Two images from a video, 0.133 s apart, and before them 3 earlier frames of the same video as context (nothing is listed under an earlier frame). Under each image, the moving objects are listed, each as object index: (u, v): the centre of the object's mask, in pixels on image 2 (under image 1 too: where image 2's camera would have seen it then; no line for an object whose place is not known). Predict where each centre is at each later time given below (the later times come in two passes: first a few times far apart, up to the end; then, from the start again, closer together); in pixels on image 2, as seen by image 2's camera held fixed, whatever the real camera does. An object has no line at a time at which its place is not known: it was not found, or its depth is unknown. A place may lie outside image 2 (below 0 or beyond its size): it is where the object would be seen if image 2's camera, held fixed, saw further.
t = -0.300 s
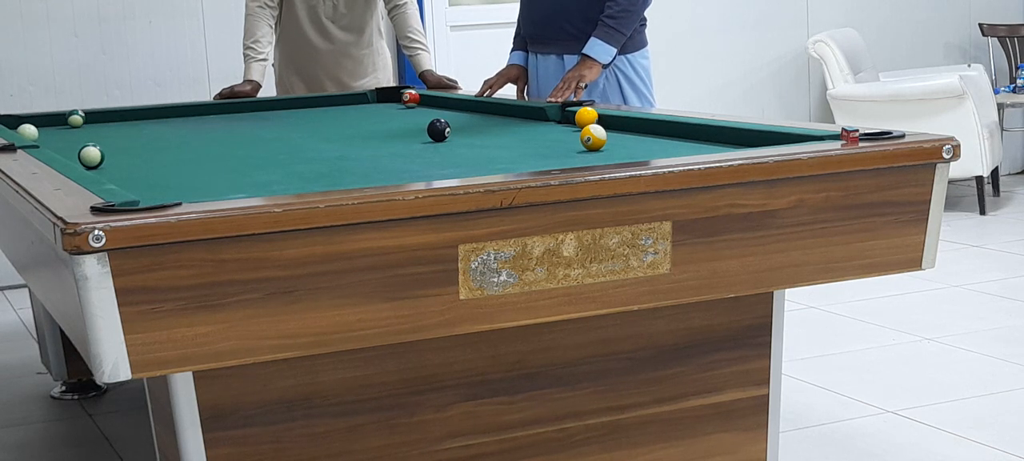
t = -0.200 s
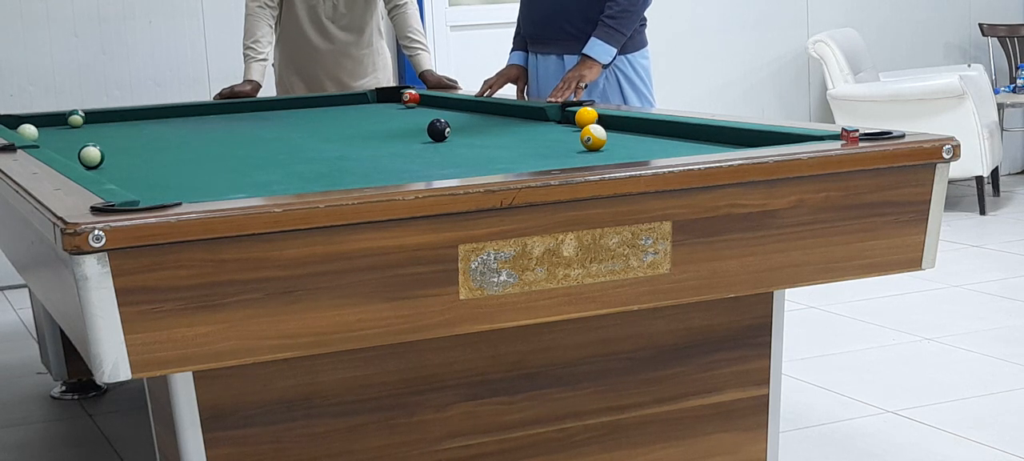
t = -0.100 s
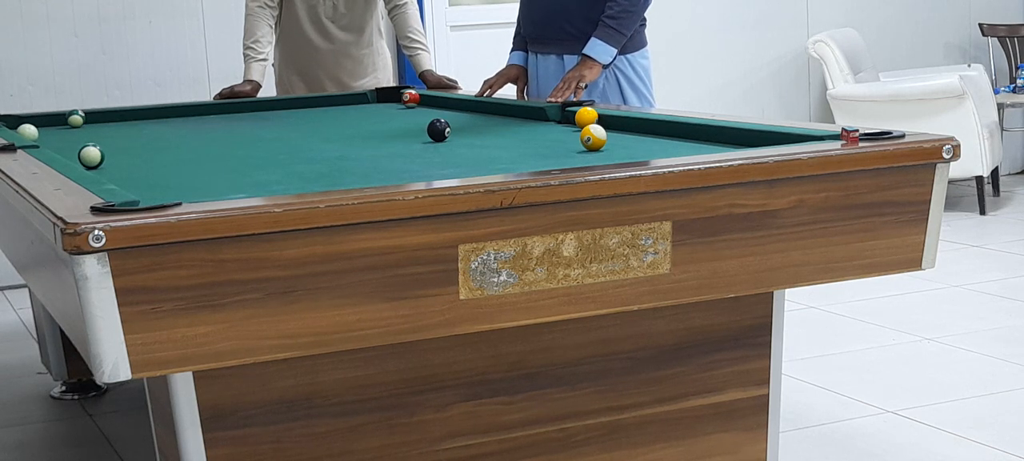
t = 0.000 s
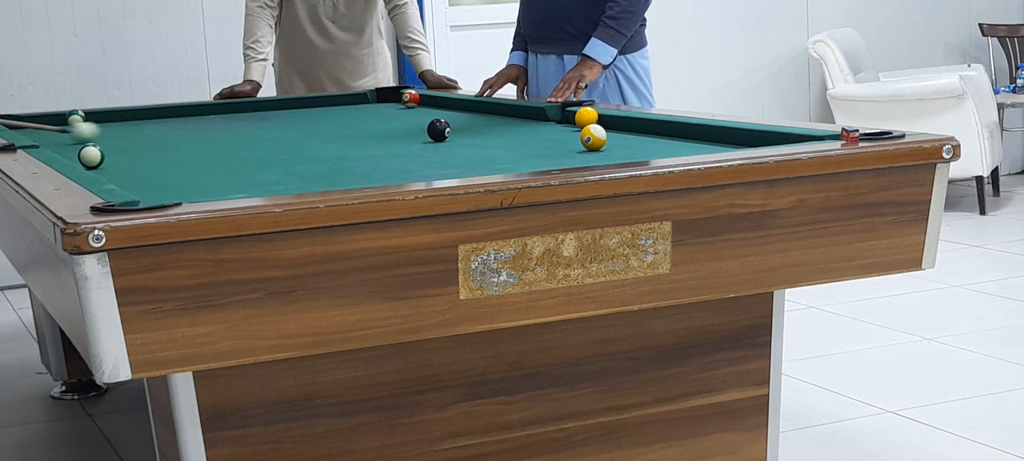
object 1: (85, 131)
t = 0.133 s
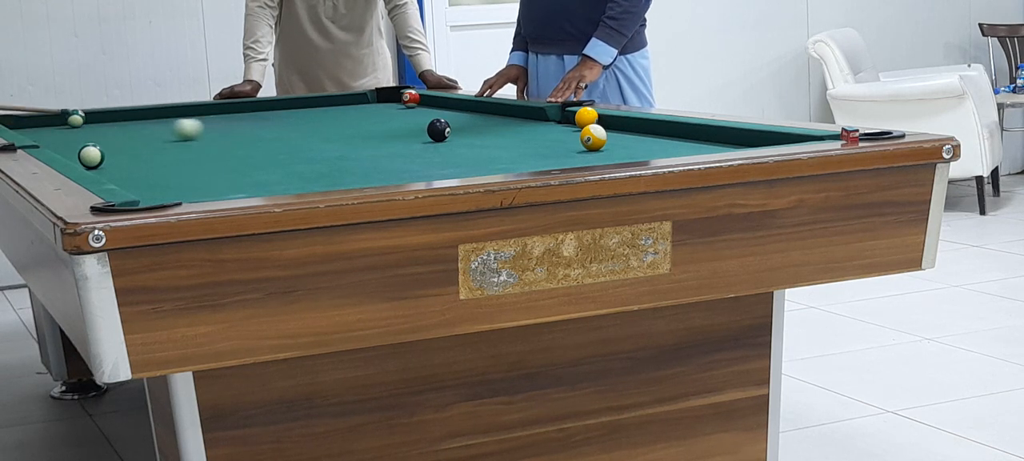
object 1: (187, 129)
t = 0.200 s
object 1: (240, 127)
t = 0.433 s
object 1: (423, 120)
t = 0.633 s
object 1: (571, 116)
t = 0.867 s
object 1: (496, 123)
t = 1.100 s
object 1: (421, 128)
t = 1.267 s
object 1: (373, 132)
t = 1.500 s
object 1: (301, 137)
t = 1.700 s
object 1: (240, 142)
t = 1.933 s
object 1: (168, 147)
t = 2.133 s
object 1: (111, 151)
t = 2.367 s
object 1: (70, 151)
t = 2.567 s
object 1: (105, 150)
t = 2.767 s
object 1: (128, 149)
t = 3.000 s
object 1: (155, 147)
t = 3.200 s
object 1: (175, 145)
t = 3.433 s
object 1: (197, 143)
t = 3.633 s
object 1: (213, 141)
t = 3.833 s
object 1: (228, 140)
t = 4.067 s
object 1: (243, 138)
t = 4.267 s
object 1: (253, 137)
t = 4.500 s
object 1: (263, 136)
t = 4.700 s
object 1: (269, 136)
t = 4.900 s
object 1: (275, 135)
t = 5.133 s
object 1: (279, 135)
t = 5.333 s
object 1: (282, 135)
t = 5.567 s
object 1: (283, 135)
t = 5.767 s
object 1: (284, 135)
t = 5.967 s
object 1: (284, 135)
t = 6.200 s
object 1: (284, 135)
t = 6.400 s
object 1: (284, 135)
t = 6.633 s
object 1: (284, 135)
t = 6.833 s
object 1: (284, 135)
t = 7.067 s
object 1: (284, 135)
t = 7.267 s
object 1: (284, 135)
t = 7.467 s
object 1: (284, 135)
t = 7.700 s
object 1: (284, 135)
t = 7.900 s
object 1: (284, 135)
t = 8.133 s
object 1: (284, 135)
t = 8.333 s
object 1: (284, 135)
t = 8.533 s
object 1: (284, 135)
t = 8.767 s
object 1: (284, 135)
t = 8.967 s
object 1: (284, 135)
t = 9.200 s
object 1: (284, 135)
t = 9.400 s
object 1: (285, 135)
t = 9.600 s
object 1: (284, 134)
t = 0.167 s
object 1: (214, 128)
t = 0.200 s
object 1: (240, 127)
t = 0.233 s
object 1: (267, 126)
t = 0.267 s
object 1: (293, 125)
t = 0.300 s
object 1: (320, 125)
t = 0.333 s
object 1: (346, 124)
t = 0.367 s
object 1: (373, 123)
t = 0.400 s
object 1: (400, 123)
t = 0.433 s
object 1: (423, 120)
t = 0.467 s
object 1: (457, 120)
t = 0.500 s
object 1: (482, 120)
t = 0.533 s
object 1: (509, 119)
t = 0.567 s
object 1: (536, 118)
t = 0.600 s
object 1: (562, 117)
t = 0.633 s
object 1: (571, 116)
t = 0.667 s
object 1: (560, 117)
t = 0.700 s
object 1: (548, 118)
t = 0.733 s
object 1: (537, 119)
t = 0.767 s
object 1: (527, 120)
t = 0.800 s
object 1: (517, 121)
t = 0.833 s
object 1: (507, 121)
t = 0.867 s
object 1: (496, 123)
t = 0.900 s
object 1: (486, 123)
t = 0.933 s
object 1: (476, 124)
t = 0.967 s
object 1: (466, 125)
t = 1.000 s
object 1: (458, 125)
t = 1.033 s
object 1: (451, 123)
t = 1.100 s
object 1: (421, 128)
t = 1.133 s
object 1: (414, 129)
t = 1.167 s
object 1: (404, 129)
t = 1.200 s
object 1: (394, 130)
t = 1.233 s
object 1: (383, 131)
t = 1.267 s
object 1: (373, 132)
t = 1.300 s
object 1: (363, 133)
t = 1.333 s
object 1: (353, 133)
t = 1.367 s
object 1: (342, 134)
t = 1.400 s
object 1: (332, 135)
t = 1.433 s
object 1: (322, 136)
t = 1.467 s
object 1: (311, 136)
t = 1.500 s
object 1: (301, 137)
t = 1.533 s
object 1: (291, 138)
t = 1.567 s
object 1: (281, 139)
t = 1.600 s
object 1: (270, 139)
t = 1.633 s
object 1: (260, 140)
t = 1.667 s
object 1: (250, 141)
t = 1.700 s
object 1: (240, 142)
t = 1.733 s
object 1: (230, 142)
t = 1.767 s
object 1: (219, 143)
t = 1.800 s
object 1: (209, 144)
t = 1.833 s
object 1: (199, 145)
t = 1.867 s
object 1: (189, 146)
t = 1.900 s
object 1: (178, 146)
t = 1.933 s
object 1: (168, 147)
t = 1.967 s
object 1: (158, 148)
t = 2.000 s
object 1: (148, 149)
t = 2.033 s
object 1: (138, 149)
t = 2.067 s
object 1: (128, 150)
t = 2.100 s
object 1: (118, 151)
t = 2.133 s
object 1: (111, 151)
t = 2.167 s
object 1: (105, 148)
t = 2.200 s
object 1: (82, 145)
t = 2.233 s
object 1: (73, 150)
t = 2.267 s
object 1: (68, 151)
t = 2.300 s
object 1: (65, 151)
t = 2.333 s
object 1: (68, 151)
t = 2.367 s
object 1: (70, 151)
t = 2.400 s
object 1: (73, 150)
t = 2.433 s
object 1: (76, 149)
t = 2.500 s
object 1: (97, 145)
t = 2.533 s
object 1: (102, 148)
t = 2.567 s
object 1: (105, 150)
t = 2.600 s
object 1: (108, 150)
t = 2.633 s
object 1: (111, 150)
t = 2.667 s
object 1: (115, 150)
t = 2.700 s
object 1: (120, 150)
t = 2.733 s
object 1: (123, 149)
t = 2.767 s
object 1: (128, 149)
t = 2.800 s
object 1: (132, 149)
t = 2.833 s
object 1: (135, 148)
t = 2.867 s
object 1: (139, 148)
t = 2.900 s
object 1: (143, 148)
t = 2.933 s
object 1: (147, 147)
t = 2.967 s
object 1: (151, 147)
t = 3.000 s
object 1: (155, 147)
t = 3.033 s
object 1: (158, 146)
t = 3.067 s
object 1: (162, 146)
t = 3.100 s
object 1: (166, 146)
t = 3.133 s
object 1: (169, 145)
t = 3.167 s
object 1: (172, 145)
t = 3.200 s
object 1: (175, 145)
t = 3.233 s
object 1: (179, 144)
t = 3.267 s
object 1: (182, 144)
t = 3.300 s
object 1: (185, 144)
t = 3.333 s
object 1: (188, 143)
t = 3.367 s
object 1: (191, 143)
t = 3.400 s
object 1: (194, 143)
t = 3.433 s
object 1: (197, 143)
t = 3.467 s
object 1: (200, 142)
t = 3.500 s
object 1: (203, 142)
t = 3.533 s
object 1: (206, 142)
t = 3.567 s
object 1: (208, 141)
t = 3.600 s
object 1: (211, 141)
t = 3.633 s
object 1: (213, 141)
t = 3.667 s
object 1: (216, 141)
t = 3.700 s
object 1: (219, 140)
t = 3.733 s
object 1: (221, 140)
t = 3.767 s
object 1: (223, 140)
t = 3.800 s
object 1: (226, 140)
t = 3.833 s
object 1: (228, 140)
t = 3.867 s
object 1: (230, 139)
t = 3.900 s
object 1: (232, 139)
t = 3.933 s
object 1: (234, 139)
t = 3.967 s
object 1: (236, 139)
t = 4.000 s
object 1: (238, 139)
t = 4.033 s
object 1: (241, 138)
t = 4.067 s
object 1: (243, 138)
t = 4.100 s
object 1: (244, 138)
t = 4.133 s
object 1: (246, 138)
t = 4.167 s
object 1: (248, 138)
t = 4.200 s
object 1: (250, 137)
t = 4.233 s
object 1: (251, 137)
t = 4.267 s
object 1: (253, 137)
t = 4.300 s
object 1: (254, 137)
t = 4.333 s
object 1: (256, 137)
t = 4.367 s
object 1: (257, 137)
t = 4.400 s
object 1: (259, 137)
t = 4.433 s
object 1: (260, 136)
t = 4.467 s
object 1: (261, 136)
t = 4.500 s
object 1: (263, 136)
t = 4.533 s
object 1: (264, 136)
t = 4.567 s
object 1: (265, 136)
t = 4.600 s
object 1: (266, 136)
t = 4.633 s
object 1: (267, 136)
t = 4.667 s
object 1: (268, 136)
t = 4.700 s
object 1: (269, 136)
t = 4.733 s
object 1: (271, 136)
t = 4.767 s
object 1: (271, 135)
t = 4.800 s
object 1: (272, 135)
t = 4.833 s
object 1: (273, 135)
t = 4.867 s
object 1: (274, 135)
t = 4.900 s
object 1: (275, 135)
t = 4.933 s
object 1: (276, 135)
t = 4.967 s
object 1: (276, 135)
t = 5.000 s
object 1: (277, 135)
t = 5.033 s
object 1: (277, 135)
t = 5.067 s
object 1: (278, 135)
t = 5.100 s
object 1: (279, 135)
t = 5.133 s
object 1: (279, 135)
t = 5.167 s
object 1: (280, 135)
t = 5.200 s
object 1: (280, 135)
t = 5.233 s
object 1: (281, 135)
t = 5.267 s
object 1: (281, 135)
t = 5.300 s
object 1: (281, 135)
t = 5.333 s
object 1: (282, 135)
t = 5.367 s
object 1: (282, 135)
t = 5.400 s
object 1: (283, 135)
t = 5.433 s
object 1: (283, 135)
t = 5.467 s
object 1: (283, 135)
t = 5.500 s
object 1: (283, 135)
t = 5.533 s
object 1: (283, 135)
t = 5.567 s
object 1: (283, 135)
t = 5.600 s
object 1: (283, 135)
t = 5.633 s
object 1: (284, 135)
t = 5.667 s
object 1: (284, 135)
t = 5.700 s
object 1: (284, 135)
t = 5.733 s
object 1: (284, 135)
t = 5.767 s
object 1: (284, 135)
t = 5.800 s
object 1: (284, 135)
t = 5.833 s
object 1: (284, 135)
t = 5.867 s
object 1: (284, 135)
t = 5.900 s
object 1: (284, 135)
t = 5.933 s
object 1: (284, 135)
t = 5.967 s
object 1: (284, 135)
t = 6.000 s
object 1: (284, 135)
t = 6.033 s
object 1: (284, 135)
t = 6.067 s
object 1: (284, 135)
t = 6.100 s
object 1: (284, 135)
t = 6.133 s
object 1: (284, 135)
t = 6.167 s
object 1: (284, 135)
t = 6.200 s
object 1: (284, 135)
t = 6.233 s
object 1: (284, 135)
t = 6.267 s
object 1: (284, 135)
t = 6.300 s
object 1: (284, 135)
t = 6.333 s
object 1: (284, 135)
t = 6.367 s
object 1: (284, 135)
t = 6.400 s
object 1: (284, 135)
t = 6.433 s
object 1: (284, 135)
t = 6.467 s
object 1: (284, 135)
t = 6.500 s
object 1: (284, 135)
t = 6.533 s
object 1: (284, 135)
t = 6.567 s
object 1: (284, 135)
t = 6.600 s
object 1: (284, 135)
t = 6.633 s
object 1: (284, 135)
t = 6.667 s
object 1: (284, 135)
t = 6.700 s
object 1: (284, 135)
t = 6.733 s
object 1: (284, 135)
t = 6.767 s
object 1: (284, 135)
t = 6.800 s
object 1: (284, 135)
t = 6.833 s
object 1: (284, 135)
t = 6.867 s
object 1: (284, 135)
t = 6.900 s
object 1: (284, 135)
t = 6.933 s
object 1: (284, 135)
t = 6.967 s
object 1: (284, 135)
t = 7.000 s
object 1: (284, 135)
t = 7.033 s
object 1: (284, 135)
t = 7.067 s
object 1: (284, 135)
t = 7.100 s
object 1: (284, 135)
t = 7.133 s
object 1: (284, 135)
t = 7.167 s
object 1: (284, 135)
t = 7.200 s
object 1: (284, 135)
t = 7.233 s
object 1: (284, 135)
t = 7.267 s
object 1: (284, 135)
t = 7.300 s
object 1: (284, 135)
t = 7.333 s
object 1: (284, 135)
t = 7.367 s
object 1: (284, 135)
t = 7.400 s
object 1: (284, 135)
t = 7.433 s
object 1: (284, 135)
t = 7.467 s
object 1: (284, 135)
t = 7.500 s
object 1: (284, 135)
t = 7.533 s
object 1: (284, 135)
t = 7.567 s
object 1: (284, 135)
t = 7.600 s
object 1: (284, 135)
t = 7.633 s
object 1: (284, 135)
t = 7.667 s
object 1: (284, 135)
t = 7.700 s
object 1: (284, 135)
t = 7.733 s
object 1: (284, 135)
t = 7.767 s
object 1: (284, 135)
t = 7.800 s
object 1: (284, 135)
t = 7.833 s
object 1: (284, 135)
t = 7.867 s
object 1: (284, 135)
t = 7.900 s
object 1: (284, 135)
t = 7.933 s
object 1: (284, 135)
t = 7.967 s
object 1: (285, 135)
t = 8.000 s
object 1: (284, 135)
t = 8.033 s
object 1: (284, 135)
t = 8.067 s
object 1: (284, 135)
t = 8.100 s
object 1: (284, 135)
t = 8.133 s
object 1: (284, 135)
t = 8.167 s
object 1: (284, 135)
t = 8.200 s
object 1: (284, 135)
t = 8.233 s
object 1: (284, 135)
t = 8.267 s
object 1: (284, 135)
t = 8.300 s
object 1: (284, 135)
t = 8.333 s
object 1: (284, 135)
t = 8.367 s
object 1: (284, 135)
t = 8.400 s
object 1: (284, 135)
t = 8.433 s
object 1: (284, 135)
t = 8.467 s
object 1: (284, 135)
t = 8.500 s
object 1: (284, 135)
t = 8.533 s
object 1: (284, 135)
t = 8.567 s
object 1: (284, 135)
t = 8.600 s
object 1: (284, 135)
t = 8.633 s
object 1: (284, 135)
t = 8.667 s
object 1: (284, 135)
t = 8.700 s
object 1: (284, 135)
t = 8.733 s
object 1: (284, 135)
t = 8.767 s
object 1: (284, 135)
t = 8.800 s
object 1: (284, 135)
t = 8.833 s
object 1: (284, 135)
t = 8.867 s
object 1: (284, 135)
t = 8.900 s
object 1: (284, 135)
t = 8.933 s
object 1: (284, 135)
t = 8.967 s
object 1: (284, 135)
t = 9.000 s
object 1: (284, 135)
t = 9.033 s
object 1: (284, 135)
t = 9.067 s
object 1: (284, 135)
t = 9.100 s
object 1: (284, 135)
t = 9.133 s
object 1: (284, 135)
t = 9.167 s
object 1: (284, 135)
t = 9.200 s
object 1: (284, 135)
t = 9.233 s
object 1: (284, 135)
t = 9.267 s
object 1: (284, 135)
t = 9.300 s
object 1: (285, 135)
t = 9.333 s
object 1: (284, 135)
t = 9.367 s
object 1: (284, 135)
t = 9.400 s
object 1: (285, 135)
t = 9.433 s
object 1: (284, 135)
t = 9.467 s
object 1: (284, 135)
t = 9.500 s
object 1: (284, 135)
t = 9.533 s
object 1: (284, 135)
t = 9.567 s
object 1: (284, 135)
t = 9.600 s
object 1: (284, 134)
